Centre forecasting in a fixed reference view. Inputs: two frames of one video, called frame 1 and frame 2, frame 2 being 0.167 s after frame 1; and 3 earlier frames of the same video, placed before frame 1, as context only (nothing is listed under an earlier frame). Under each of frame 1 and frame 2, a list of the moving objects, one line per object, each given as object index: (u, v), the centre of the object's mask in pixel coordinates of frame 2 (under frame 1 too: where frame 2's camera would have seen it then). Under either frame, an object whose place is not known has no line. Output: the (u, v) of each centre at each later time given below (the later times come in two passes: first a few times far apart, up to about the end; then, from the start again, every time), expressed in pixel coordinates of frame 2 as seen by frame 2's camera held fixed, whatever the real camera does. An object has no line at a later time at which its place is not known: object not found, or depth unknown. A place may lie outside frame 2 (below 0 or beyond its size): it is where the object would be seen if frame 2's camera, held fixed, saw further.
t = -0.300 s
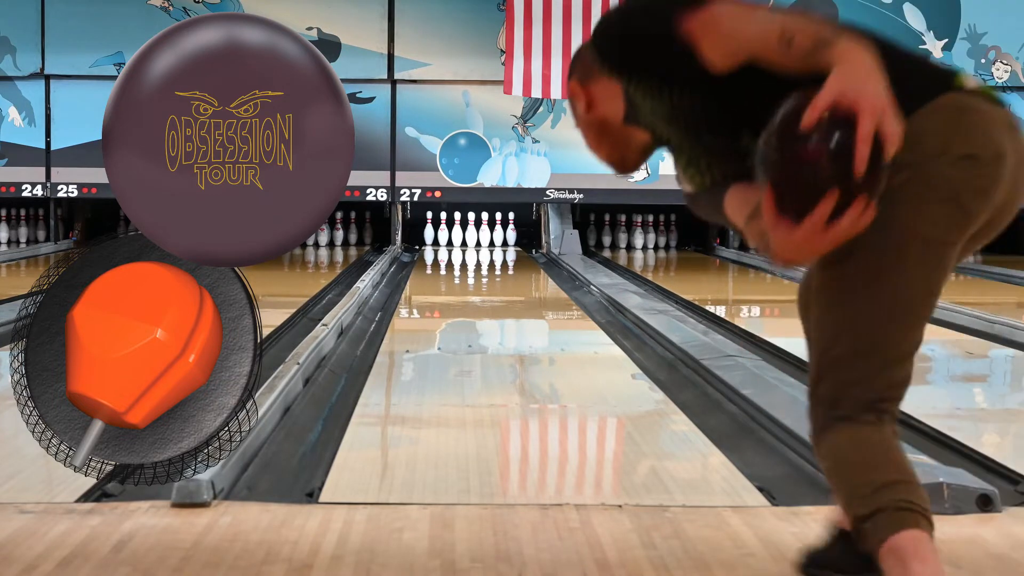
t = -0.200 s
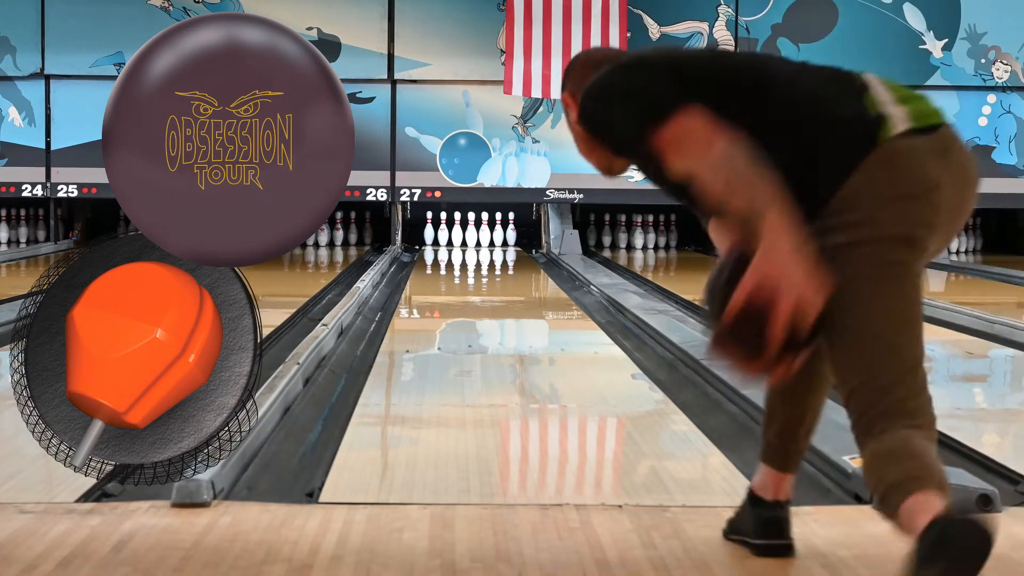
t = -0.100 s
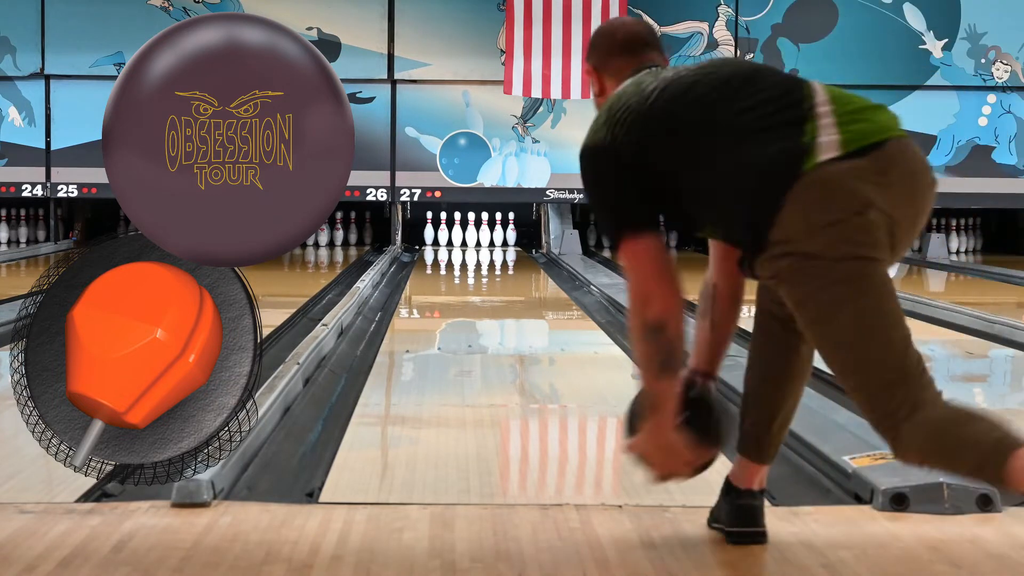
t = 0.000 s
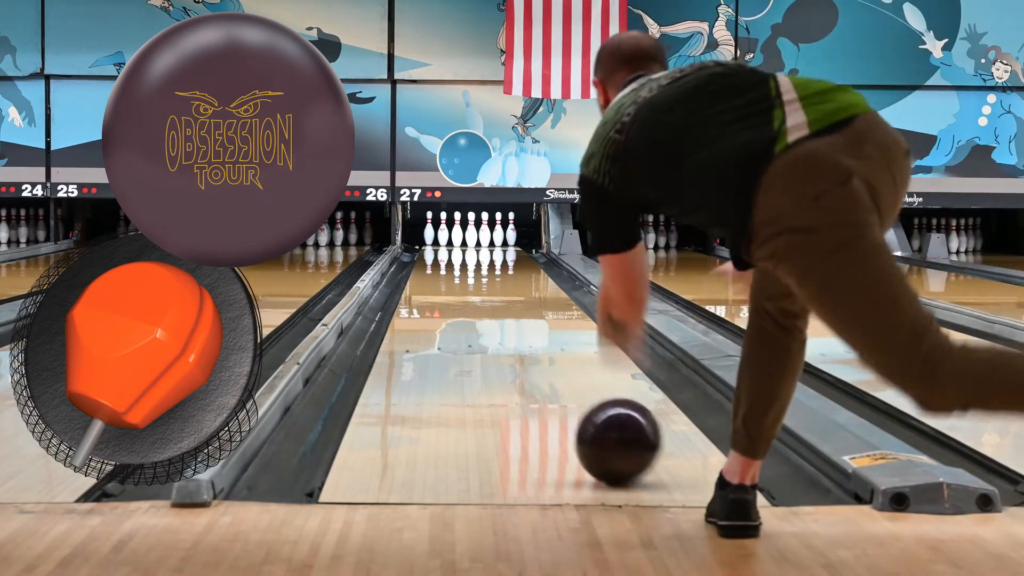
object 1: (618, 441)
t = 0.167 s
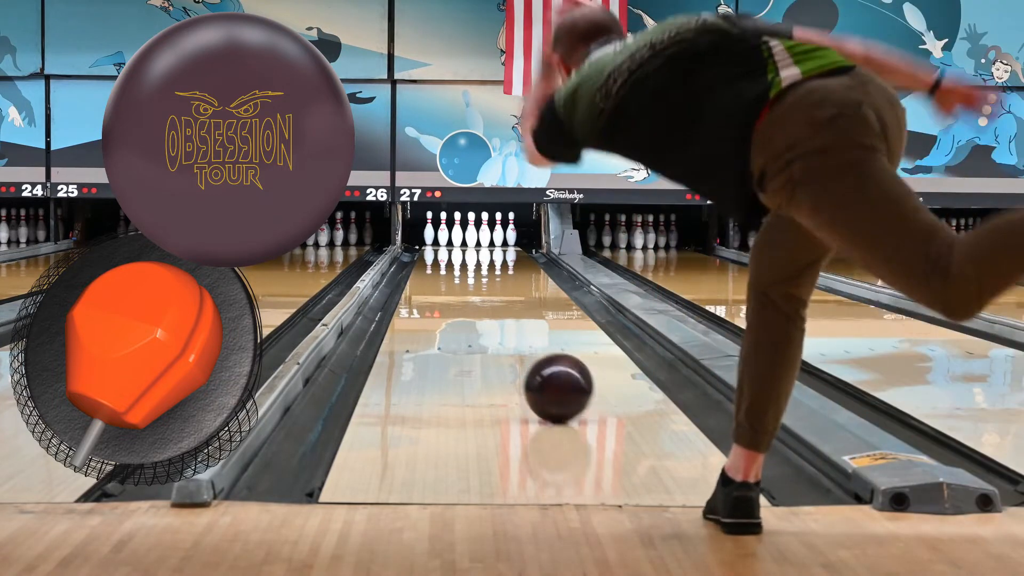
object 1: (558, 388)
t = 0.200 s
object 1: (549, 380)
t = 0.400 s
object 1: (507, 342)
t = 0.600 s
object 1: (479, 314)
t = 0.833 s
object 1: (456, 293)
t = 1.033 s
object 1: (443, 280)
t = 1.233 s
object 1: (433, 269)
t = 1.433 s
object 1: (429, 261)
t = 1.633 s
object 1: (428, 254)
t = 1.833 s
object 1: (434, 248)
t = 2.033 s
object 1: (445, 243)
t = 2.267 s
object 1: (459, 239)
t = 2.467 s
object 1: (463, 237)
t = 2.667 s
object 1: (458, 235)
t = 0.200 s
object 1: (549, 380)
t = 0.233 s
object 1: (541, 372)
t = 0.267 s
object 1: (533, 365)
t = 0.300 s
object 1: (526, 358)
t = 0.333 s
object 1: (519, 352)
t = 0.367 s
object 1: (513, 347)
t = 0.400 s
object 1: (507, 342)
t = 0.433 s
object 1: (502, 336)
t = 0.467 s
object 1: (496, 331)
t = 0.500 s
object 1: (491, 326)
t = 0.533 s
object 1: (487, 322)
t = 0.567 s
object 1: (483, 318)
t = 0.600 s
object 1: (479, 314)
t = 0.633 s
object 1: (475, 311)
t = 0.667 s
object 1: (472, 307)
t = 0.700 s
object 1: (468, 304)
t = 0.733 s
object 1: (465, 301)
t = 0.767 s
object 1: (462, 298)
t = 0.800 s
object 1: (459, 296)
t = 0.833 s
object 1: (456, 293)
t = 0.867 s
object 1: (454, 291)
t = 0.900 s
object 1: (451, 289)
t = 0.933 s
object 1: (449, 286)
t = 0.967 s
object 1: (447, 284)
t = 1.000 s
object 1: (445, 282)
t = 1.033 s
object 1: (443, 280)
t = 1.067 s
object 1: (441, 278)
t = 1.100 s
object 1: (439, 276)
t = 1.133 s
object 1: (437, 274)
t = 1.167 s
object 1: (436, 272)
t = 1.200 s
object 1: (435, 271)
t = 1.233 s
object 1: (433, 269)
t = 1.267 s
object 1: (432, 268)
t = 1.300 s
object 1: (431, 266)
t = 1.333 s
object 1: (430, 265)
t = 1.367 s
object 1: (429, 263)
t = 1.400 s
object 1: (429, 262)
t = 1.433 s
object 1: (429, 261)
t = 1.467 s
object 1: (428, 260)
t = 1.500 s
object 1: (428, 258)
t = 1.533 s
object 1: (428, 257)
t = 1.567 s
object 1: (428, 256)
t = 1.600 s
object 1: (428, 254)
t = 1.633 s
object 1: (428, 254)
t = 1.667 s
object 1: (428, 252)
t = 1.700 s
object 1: (429, 251)
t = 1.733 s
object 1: (430, 251)
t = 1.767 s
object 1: (431, 249)
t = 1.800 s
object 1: (432, 248)
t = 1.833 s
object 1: (434, 248)
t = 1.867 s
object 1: (435, 247)
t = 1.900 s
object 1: (438, 246)
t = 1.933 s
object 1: (439, 245)
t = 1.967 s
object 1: (441, 245)
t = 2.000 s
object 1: (443, 244)
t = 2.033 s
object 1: (445, 243)
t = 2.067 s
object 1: (448, 243)
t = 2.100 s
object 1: (450, 242)
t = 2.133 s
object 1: (452, 241)
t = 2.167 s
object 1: (454, 241)
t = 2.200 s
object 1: (455, 241)
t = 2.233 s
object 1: (458, 240)
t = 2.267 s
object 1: (459, 239)
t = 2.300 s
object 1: (461, 239)
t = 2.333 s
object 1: (462, 238)
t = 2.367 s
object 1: (463, 238)
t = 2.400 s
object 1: (462, 238)
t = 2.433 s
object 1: (462, 237)
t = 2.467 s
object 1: (463, 237)
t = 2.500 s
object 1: (463, 237)
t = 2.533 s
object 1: (462, 236)
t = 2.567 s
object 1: (461, 236)
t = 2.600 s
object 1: (459, 237)
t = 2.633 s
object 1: (458, 236)
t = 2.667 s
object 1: (458, 235)
